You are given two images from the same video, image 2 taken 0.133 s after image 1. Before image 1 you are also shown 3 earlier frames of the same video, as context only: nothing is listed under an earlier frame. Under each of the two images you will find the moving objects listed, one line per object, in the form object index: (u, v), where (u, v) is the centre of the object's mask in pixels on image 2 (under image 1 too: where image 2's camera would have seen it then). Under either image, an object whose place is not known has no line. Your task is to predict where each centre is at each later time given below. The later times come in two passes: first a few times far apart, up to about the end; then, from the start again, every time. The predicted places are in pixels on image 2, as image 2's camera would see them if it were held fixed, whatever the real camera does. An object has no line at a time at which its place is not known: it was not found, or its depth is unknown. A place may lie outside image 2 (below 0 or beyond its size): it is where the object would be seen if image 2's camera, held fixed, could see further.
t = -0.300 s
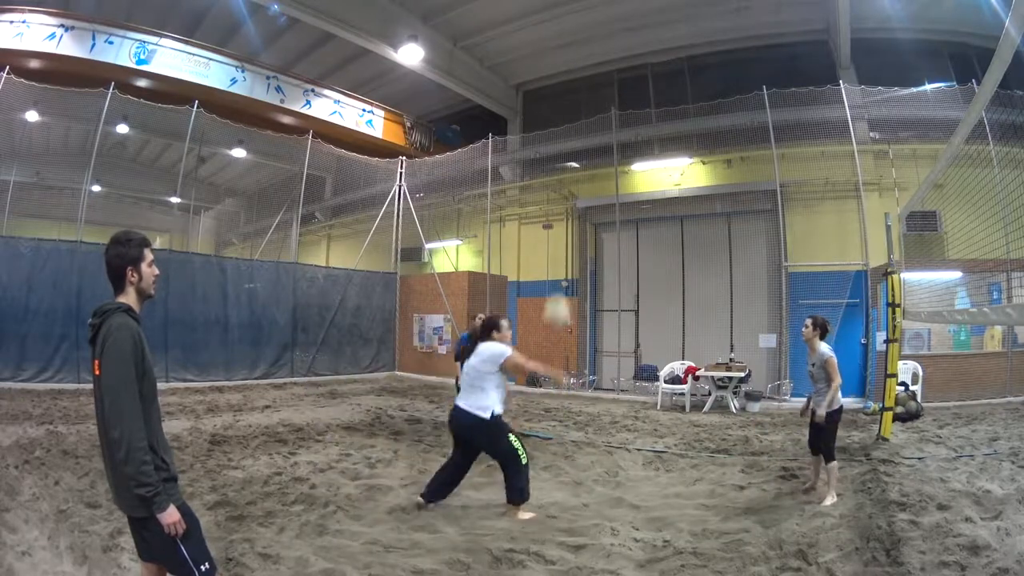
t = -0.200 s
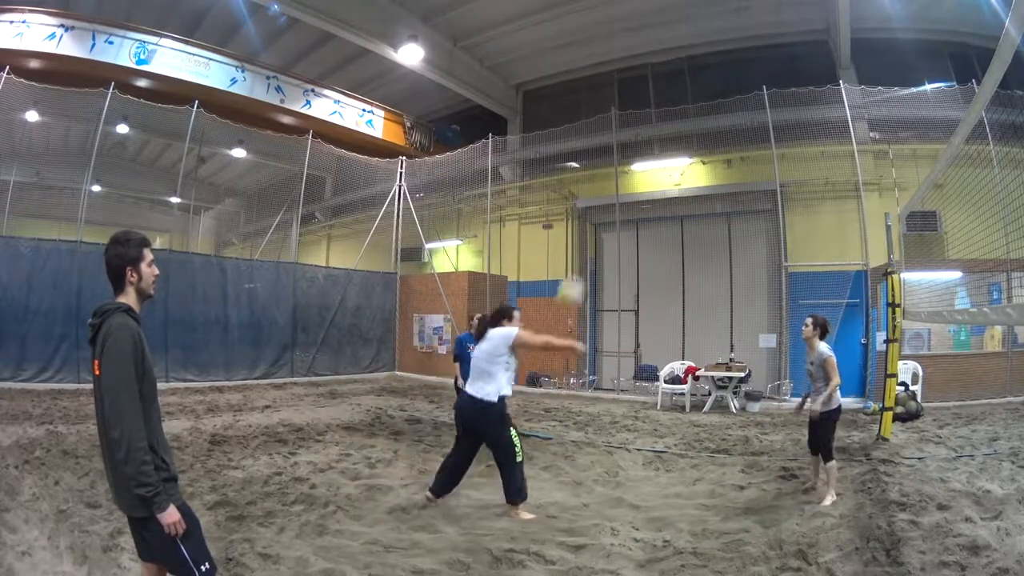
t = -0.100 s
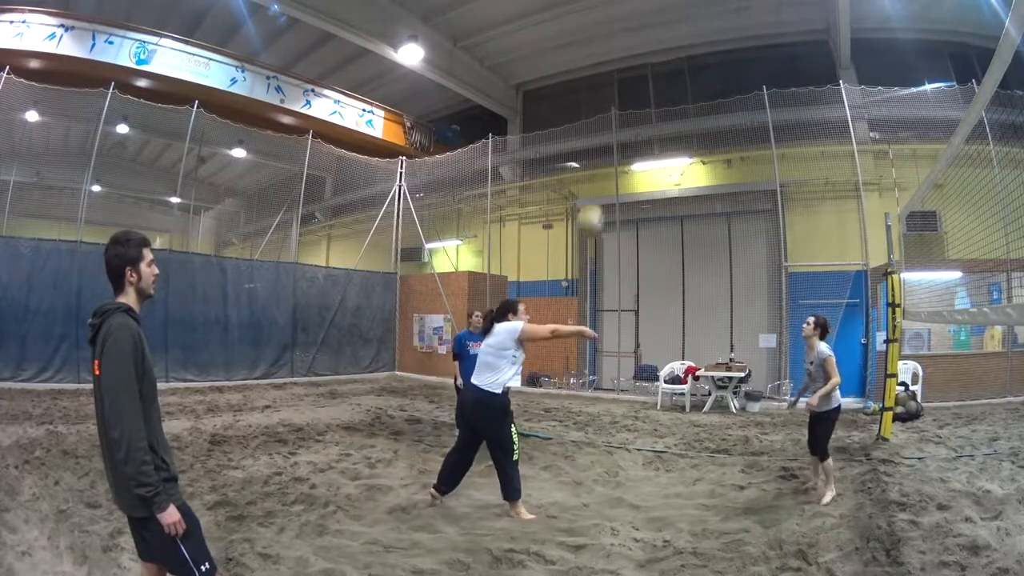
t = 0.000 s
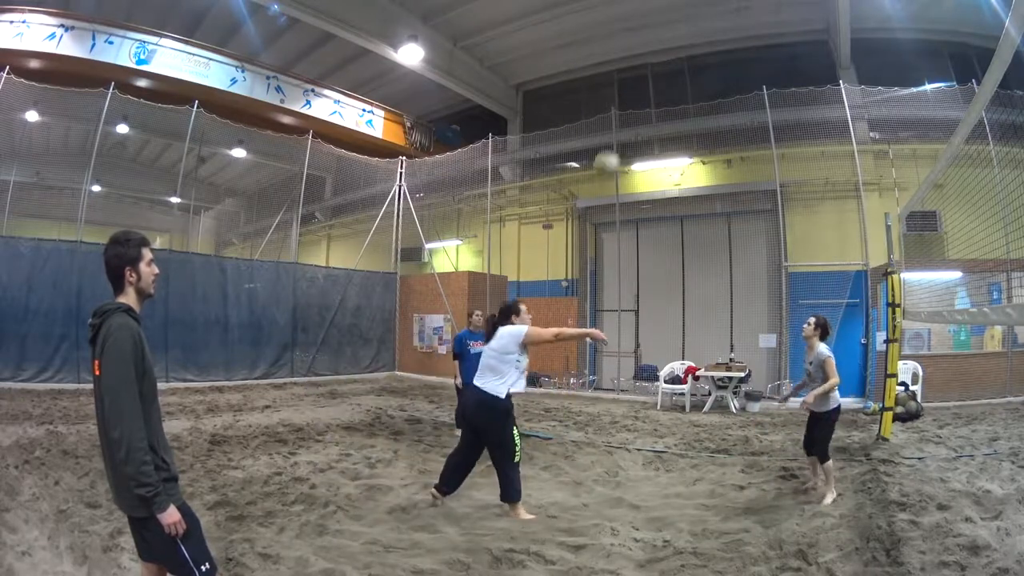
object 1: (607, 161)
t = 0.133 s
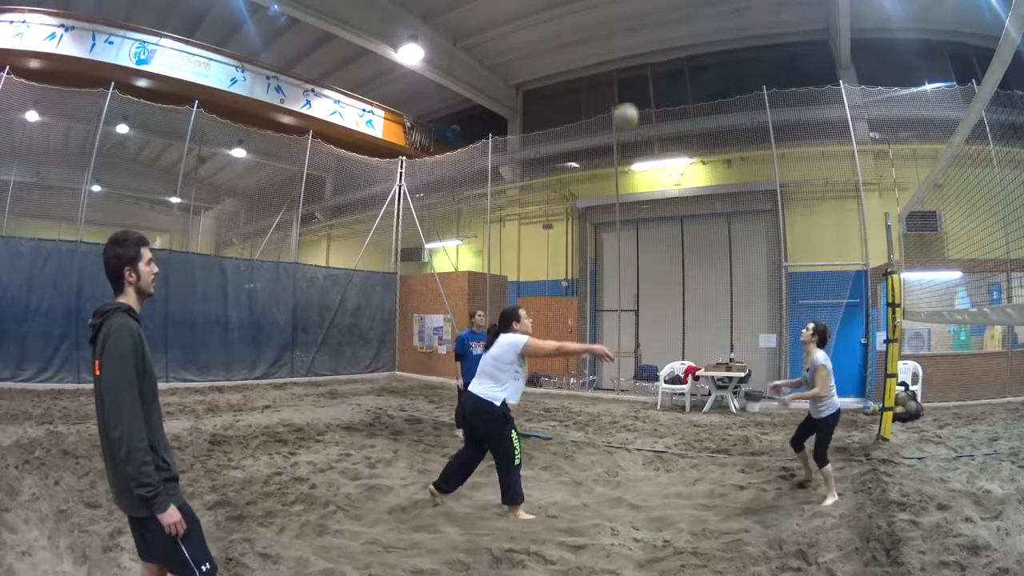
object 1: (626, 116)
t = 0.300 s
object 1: (647, 85)
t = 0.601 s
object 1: (687, 94)
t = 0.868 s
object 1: (725, 168)
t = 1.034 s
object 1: (748, 251)
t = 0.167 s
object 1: (630, 107)
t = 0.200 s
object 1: (634, 100)
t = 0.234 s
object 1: (638, 94)
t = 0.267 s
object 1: (643, 89)
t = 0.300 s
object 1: (647, 85)
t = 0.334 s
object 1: (651, 82)
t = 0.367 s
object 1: (656, 80)
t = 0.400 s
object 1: (660, 79)
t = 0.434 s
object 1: (664, 79)
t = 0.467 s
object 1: (669, 80)
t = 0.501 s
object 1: (673, 82)
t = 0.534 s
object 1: (678, 85)
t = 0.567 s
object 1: (682, 89)
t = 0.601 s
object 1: (687, 94)
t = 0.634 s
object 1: (691, 99)
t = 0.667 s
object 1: (696, 105)
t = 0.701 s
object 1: (701, 112)
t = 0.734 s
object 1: (706, 120)
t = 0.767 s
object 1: (710, 132)
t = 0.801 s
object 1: (715, 142)
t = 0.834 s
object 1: (721, 155)
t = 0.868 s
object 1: (725, 168)
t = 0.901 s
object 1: (734, 179)
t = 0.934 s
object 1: (734, 195)
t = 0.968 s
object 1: (739, 213)
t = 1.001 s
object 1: (742, 230)
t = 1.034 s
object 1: (748, 251)
